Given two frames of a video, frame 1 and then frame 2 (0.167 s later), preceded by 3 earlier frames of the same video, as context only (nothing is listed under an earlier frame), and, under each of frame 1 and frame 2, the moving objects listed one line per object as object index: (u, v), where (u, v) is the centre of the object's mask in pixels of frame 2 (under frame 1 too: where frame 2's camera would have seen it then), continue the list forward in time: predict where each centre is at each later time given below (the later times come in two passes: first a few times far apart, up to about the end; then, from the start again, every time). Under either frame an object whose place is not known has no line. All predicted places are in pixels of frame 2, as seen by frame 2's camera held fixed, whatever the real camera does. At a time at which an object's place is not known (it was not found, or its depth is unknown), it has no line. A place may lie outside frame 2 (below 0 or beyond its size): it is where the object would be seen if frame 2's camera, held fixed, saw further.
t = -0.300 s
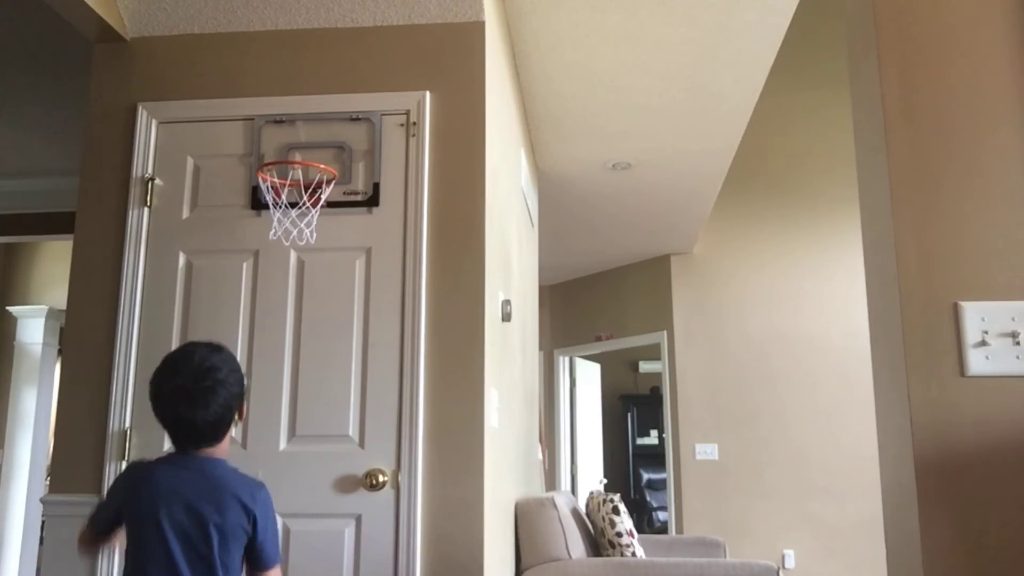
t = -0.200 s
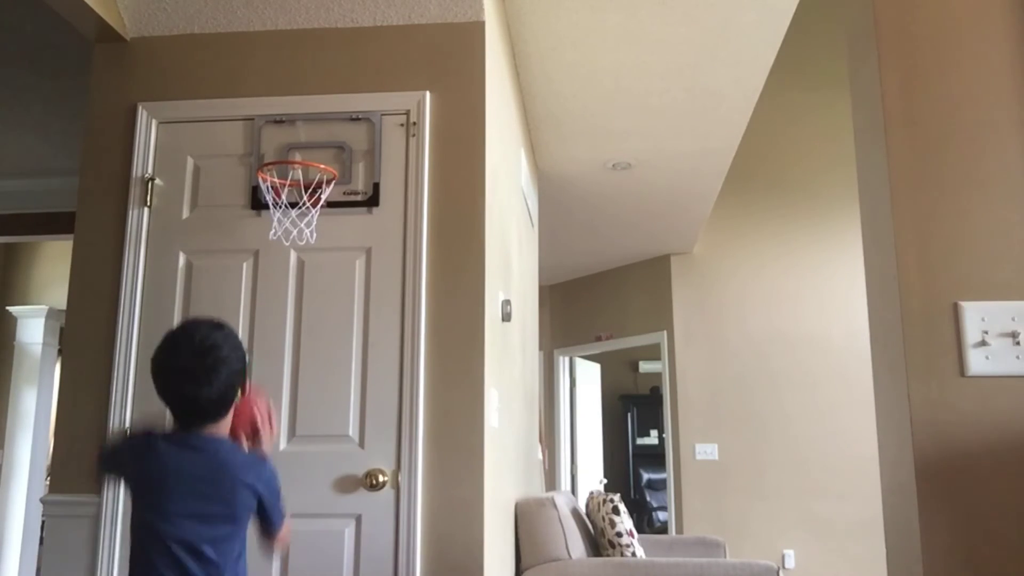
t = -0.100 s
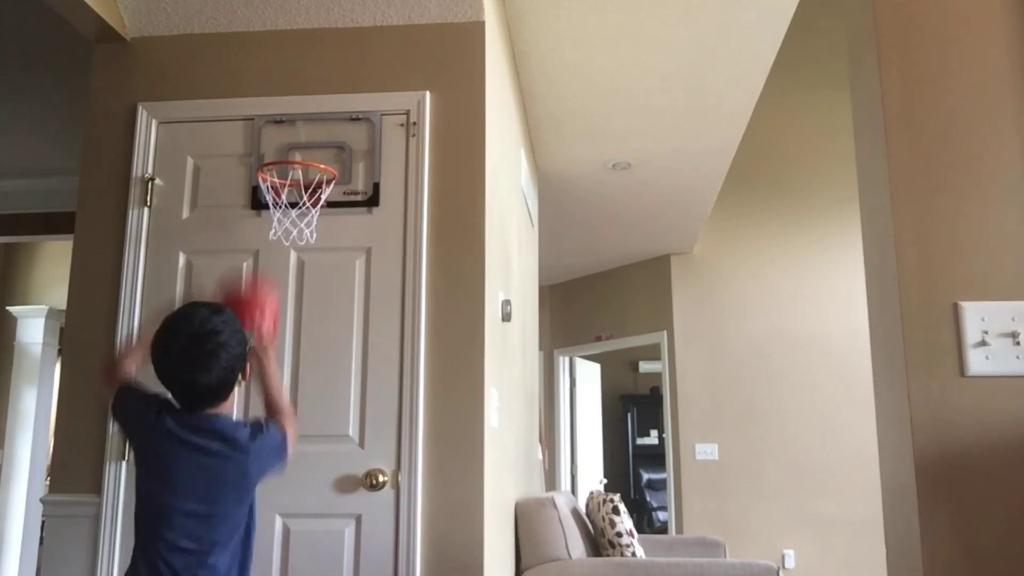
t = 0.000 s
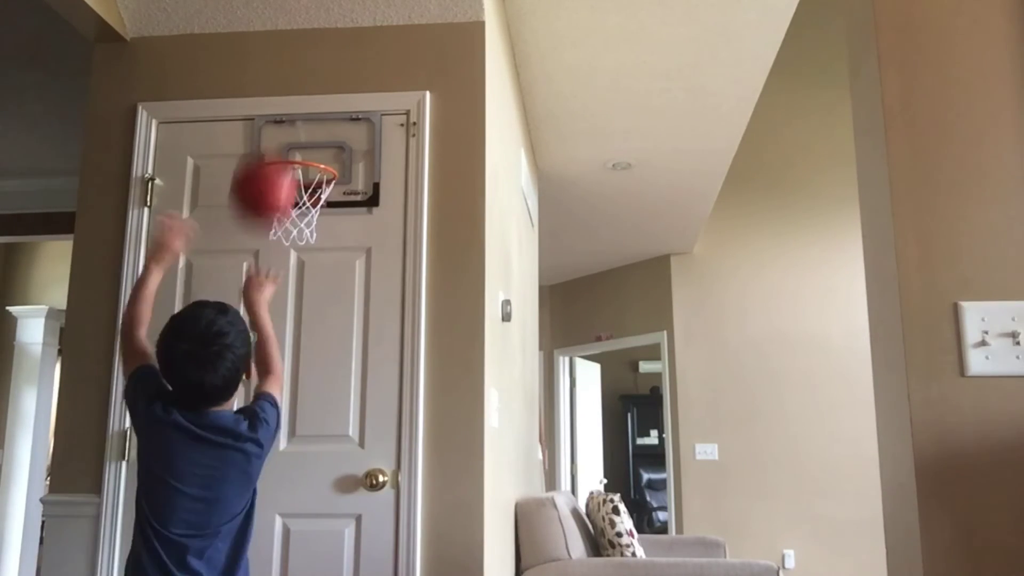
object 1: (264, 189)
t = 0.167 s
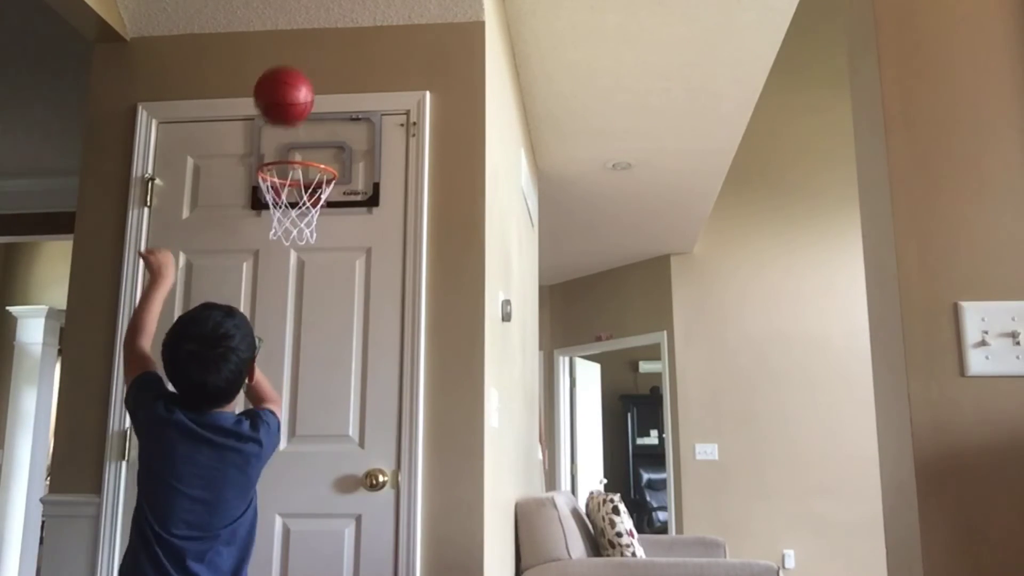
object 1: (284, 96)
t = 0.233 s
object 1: (289, 90)
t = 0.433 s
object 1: (299, 141)
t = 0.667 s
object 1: (298, 181)
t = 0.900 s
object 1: (282, 254)
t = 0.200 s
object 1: (286, 91)
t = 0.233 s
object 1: (289, 90)
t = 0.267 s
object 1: (291, 92)
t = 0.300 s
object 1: (293, 97)
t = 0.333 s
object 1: (295, 106)
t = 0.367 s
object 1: (296, 118)
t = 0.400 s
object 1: (298, 134)
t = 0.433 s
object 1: (299, 141)
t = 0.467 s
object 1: (300, 147)
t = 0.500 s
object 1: (301, 148)
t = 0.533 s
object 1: (301, 152)
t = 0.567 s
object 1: (303, 147)
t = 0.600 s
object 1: (302, 166)
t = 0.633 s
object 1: (301, 176)
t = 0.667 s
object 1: (298, 181)
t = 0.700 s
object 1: (292, 189)
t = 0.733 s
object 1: (284, 199)
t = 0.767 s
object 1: (281, 207)
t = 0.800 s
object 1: (279, 215)
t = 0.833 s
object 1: (280, 228)
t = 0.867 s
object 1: (281, 240)
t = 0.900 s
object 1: (282, 254)
